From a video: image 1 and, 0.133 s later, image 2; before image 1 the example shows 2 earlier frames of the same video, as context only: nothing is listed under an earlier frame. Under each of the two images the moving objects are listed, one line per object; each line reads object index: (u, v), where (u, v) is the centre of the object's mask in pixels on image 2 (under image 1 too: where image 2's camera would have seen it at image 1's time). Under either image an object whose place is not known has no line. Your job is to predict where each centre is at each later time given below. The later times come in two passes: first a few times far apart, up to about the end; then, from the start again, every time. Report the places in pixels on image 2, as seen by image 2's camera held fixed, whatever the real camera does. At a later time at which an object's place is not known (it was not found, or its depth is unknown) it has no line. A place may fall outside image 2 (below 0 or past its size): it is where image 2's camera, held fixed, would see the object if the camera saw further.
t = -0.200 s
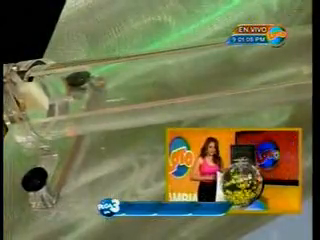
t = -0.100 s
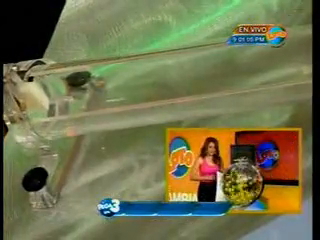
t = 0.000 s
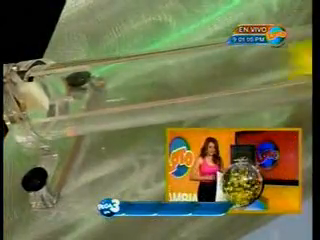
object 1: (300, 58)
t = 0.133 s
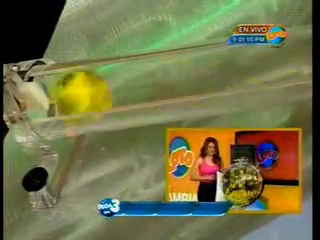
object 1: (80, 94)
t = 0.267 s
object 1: (113, 92)
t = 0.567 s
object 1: (75, 97)
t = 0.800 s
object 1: (76, 98)
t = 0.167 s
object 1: (95, 90)
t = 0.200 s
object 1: (109, 92)
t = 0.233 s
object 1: (113, 91)
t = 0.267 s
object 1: (113, 92)
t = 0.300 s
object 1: (111, 92)
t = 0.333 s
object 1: (100, 92)
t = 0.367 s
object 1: (91, 96)
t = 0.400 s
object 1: (78, 98)
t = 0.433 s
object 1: (75, 96)
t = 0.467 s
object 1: (75, 98)
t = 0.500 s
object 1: (76, 98)
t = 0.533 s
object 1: (75, 98)
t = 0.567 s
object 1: (75, 97)
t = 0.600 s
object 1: (76, 98)
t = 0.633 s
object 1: (76, 98)
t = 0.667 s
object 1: (76, 98)
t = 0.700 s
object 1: (76, 98)
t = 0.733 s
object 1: (76, 98)
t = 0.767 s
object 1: (76, 98)
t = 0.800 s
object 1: (76, 98)
